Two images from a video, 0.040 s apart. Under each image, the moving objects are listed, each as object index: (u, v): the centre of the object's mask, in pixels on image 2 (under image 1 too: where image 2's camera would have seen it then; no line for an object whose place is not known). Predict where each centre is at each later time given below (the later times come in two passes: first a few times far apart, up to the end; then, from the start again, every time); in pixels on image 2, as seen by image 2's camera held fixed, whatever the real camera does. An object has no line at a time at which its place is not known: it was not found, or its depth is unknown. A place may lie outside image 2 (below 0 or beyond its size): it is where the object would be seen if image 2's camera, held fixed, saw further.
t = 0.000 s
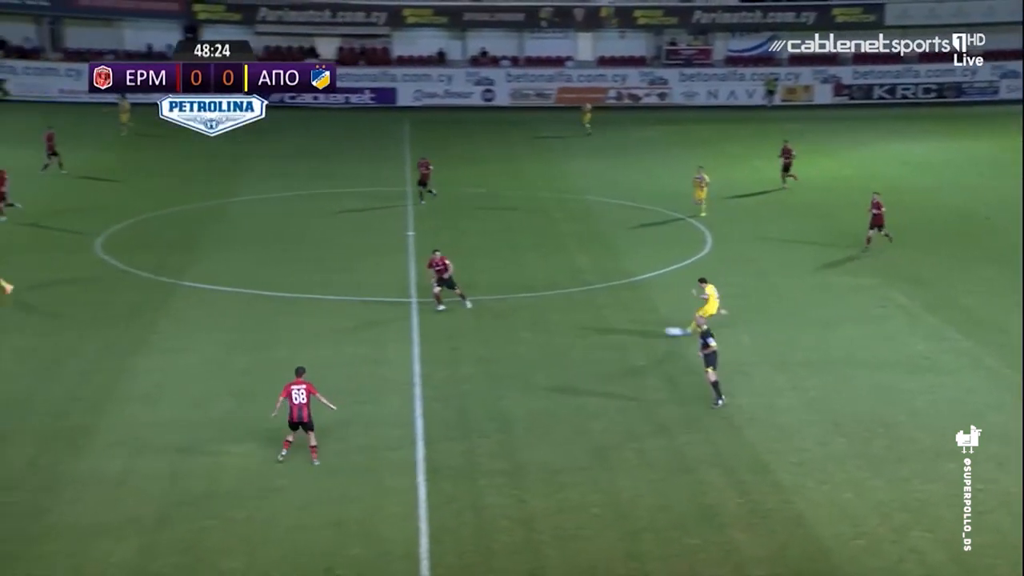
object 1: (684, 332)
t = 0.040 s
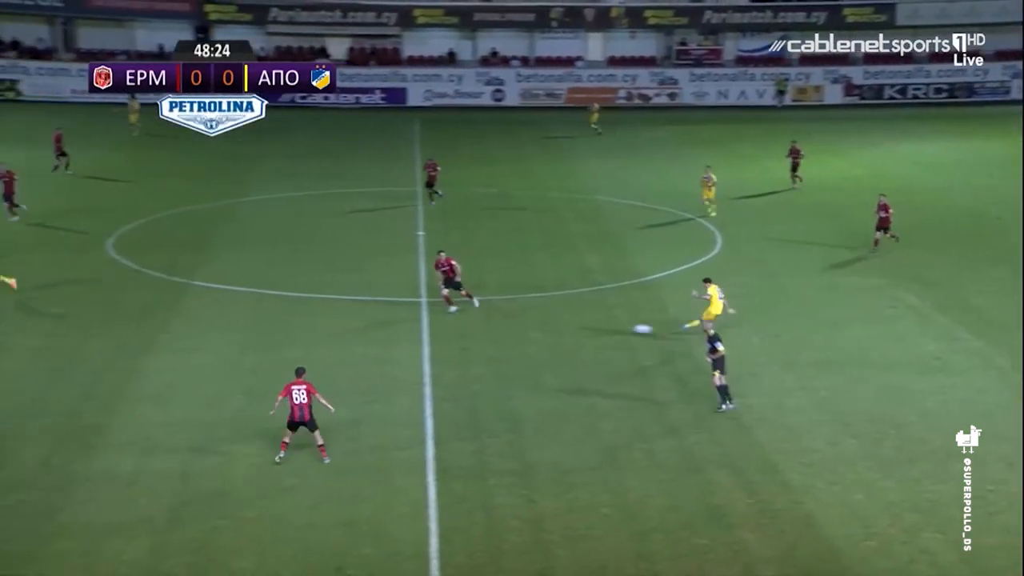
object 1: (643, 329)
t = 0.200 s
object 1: (487, 327)
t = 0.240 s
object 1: (449, 329)
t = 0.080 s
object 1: (603, 327)
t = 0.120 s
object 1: (564, 326)
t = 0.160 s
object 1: (525, 327)
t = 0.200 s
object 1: (487, 327)
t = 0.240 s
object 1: (449, 329)
